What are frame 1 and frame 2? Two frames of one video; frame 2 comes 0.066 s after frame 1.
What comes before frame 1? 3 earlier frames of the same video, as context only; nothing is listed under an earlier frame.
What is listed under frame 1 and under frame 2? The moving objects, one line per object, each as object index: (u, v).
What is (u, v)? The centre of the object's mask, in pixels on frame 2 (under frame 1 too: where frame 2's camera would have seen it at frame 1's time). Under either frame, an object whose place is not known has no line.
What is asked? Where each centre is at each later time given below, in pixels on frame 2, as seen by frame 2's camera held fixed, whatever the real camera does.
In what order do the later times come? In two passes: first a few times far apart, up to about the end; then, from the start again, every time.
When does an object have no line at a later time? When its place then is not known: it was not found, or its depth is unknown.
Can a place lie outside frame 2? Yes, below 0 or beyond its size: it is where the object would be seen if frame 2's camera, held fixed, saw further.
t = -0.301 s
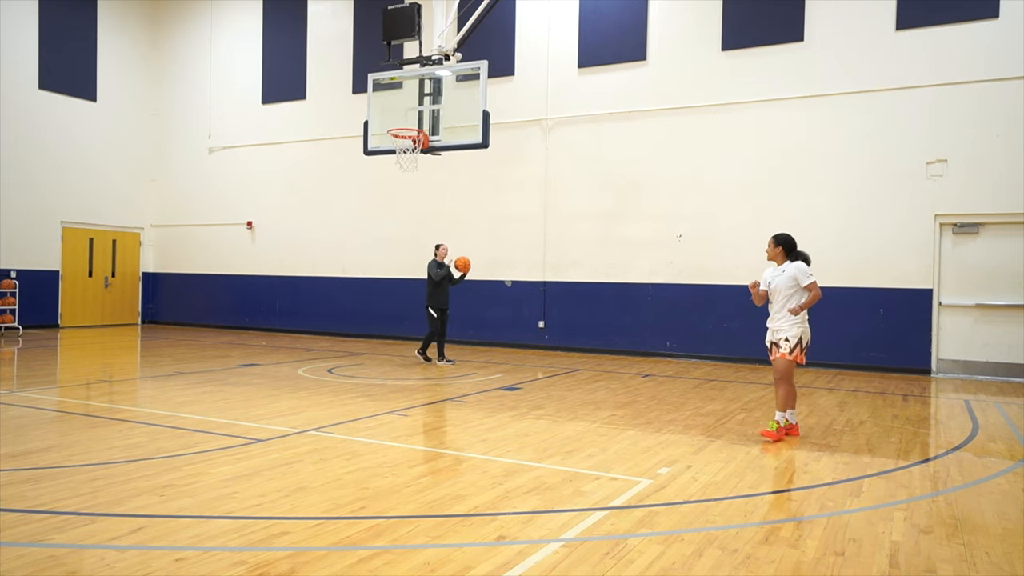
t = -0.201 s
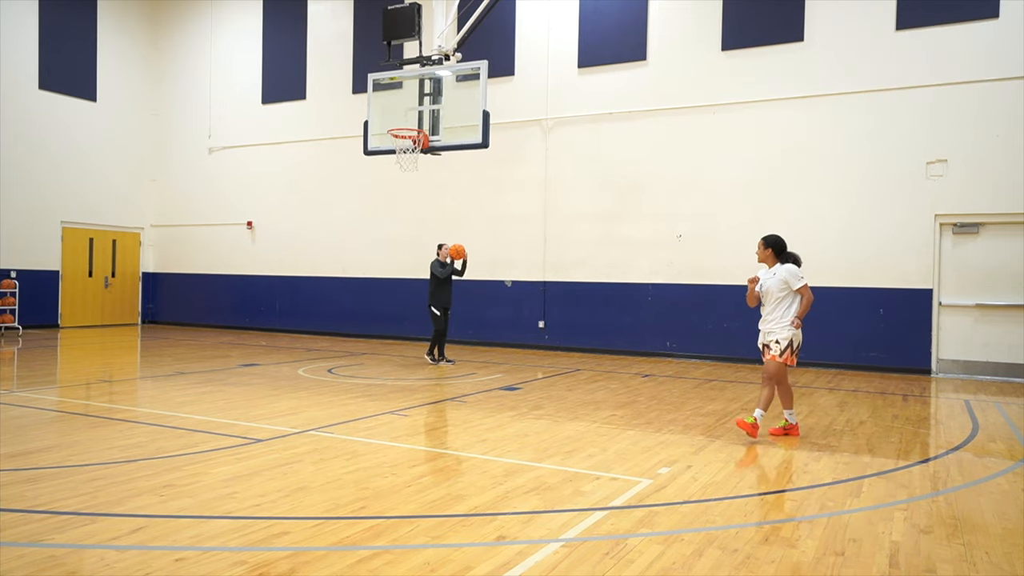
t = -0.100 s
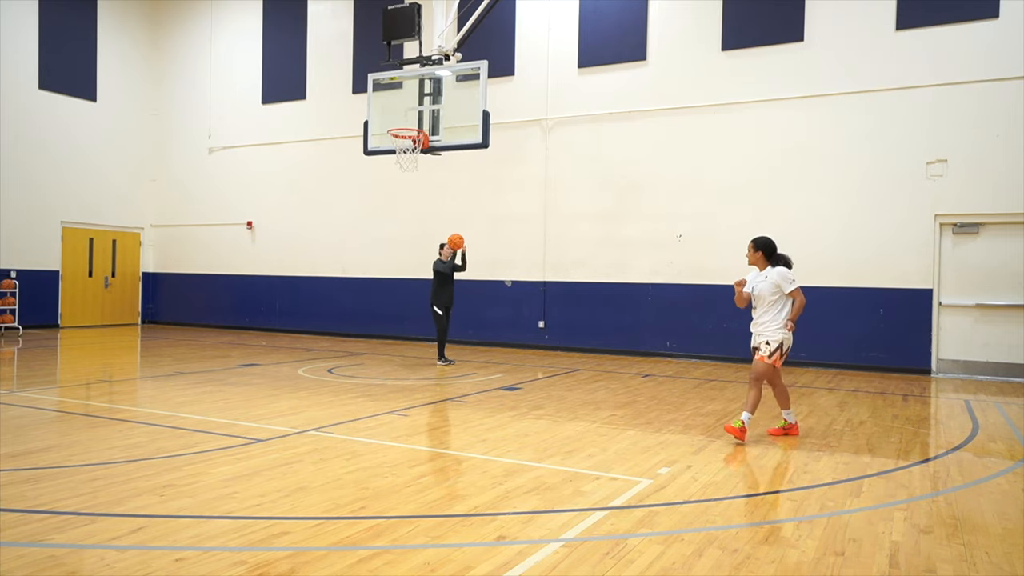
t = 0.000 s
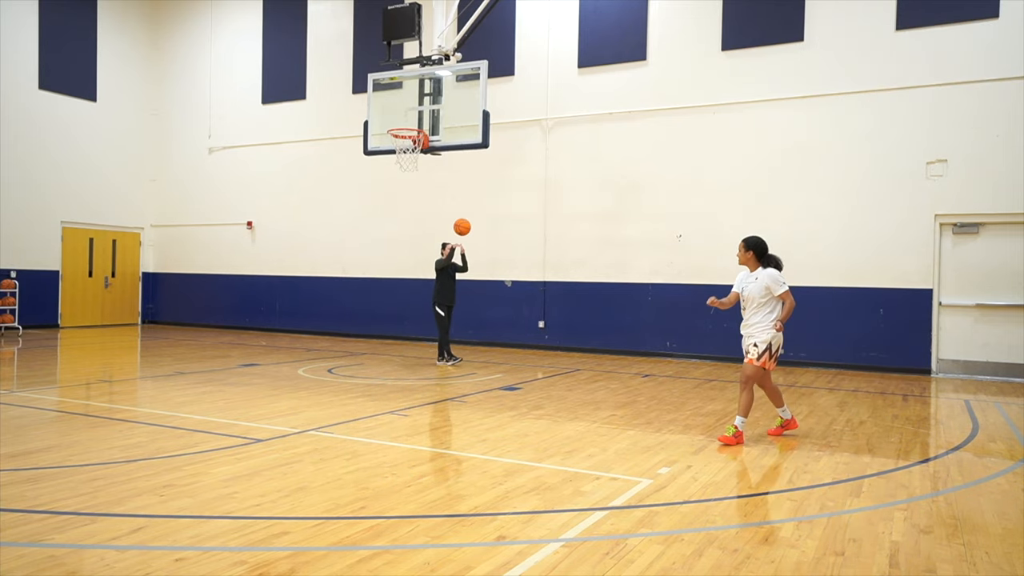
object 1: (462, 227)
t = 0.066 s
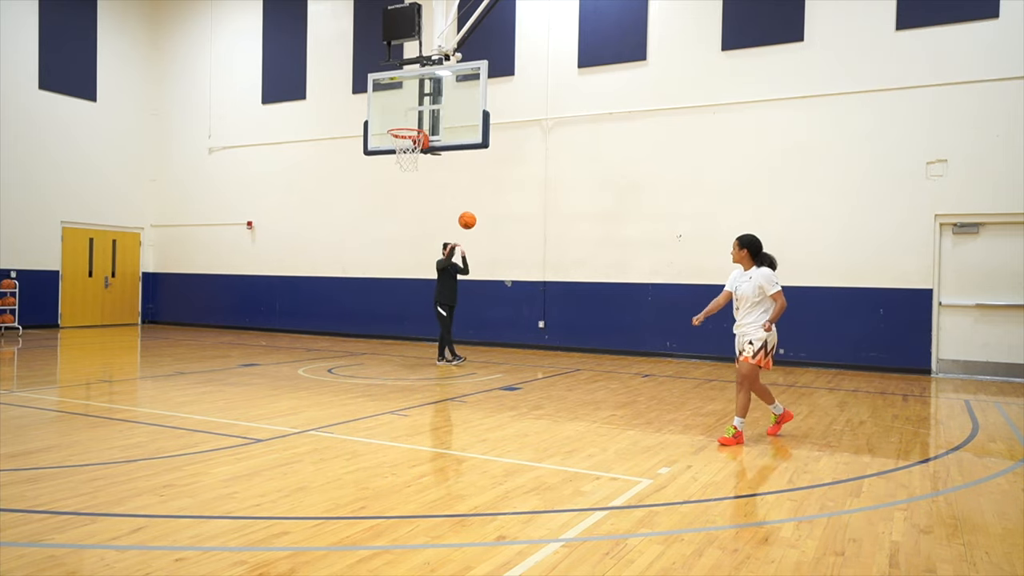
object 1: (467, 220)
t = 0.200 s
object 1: (478, 216)
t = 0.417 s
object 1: (499, 243)
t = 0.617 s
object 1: (522, 315)
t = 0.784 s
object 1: (541, 396)
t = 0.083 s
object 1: (468, 219)
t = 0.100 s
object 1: (470, 218)
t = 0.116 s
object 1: (471, 217)
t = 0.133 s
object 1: (472, 216)
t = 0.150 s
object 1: (474, 216)
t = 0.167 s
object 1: (475, 216)
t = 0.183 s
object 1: (477, 216)
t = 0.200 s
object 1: (478, 216)
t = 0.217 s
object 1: (479, 217)
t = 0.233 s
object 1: (481, 217)
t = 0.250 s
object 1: (483, 218)
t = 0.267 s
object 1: (484, 220)
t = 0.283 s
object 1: (486, 221)
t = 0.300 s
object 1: (487, 223)
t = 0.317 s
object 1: (489, 225)
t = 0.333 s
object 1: (490, 227)
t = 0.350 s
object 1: (492, 229)
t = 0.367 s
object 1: (494, 232)
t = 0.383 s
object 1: (495, 235)
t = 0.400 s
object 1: (497, 239)
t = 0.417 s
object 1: (499, 243)
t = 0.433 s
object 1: (500, 247)
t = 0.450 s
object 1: (502, 251)
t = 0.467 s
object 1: (504, 256)
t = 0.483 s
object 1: (506, 261)
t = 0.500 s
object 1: (508, 266)
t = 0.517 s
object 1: (510, 272)
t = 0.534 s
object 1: (512, 279)
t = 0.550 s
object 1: (513, 285)
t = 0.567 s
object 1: (516, 292)
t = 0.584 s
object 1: (518, 299)
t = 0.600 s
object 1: (520, 307)
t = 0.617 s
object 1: (522, 315)
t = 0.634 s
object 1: (524, 324)
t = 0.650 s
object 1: (526, 333)
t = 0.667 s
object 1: (528, 342)
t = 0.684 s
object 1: (530, 352)
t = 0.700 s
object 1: (532, 363)
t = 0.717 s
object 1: (534, 374)
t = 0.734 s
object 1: (536, 386)
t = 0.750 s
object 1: (538, 398)
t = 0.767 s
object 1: (540, 404)
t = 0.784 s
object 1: (541, 396)
